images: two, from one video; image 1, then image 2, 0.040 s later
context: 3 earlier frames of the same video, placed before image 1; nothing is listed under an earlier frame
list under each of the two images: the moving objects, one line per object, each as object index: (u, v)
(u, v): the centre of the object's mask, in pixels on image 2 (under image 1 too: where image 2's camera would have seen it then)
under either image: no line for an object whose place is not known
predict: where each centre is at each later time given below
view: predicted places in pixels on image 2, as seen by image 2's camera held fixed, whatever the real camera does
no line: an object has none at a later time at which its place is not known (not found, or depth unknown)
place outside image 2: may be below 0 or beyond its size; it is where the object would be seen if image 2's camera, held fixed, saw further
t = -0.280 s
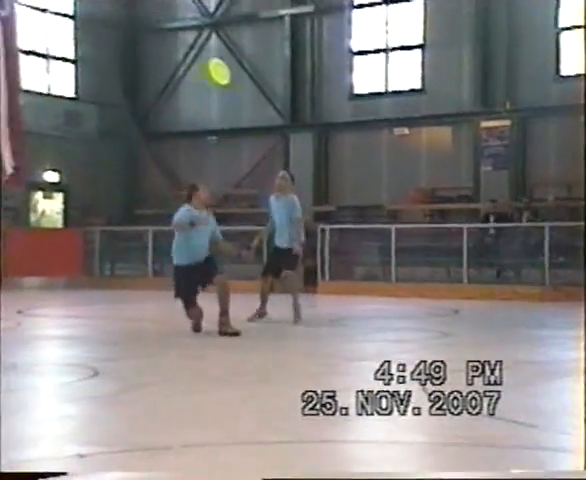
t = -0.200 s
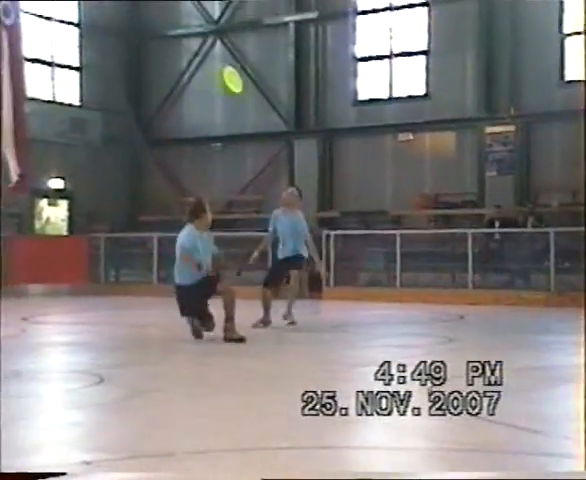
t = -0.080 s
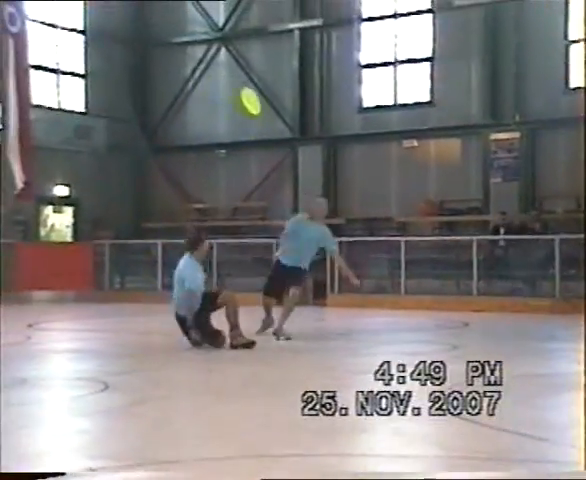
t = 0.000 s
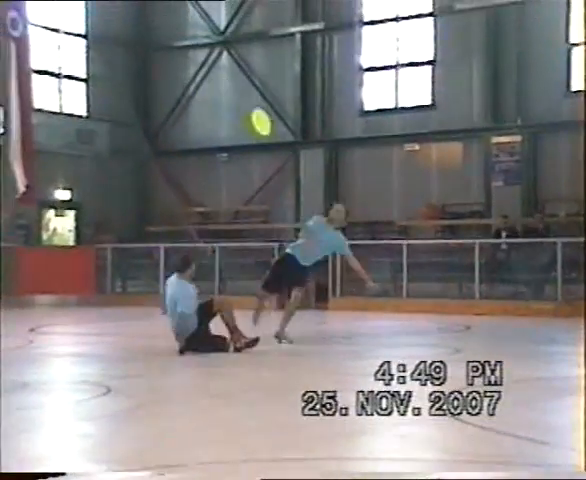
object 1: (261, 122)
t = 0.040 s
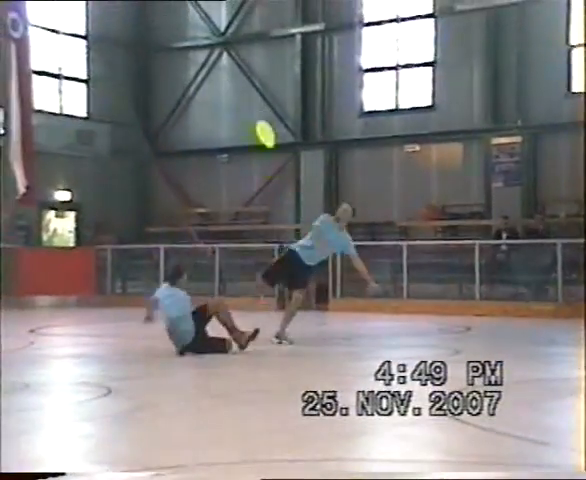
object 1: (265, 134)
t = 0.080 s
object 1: (269, 146)
